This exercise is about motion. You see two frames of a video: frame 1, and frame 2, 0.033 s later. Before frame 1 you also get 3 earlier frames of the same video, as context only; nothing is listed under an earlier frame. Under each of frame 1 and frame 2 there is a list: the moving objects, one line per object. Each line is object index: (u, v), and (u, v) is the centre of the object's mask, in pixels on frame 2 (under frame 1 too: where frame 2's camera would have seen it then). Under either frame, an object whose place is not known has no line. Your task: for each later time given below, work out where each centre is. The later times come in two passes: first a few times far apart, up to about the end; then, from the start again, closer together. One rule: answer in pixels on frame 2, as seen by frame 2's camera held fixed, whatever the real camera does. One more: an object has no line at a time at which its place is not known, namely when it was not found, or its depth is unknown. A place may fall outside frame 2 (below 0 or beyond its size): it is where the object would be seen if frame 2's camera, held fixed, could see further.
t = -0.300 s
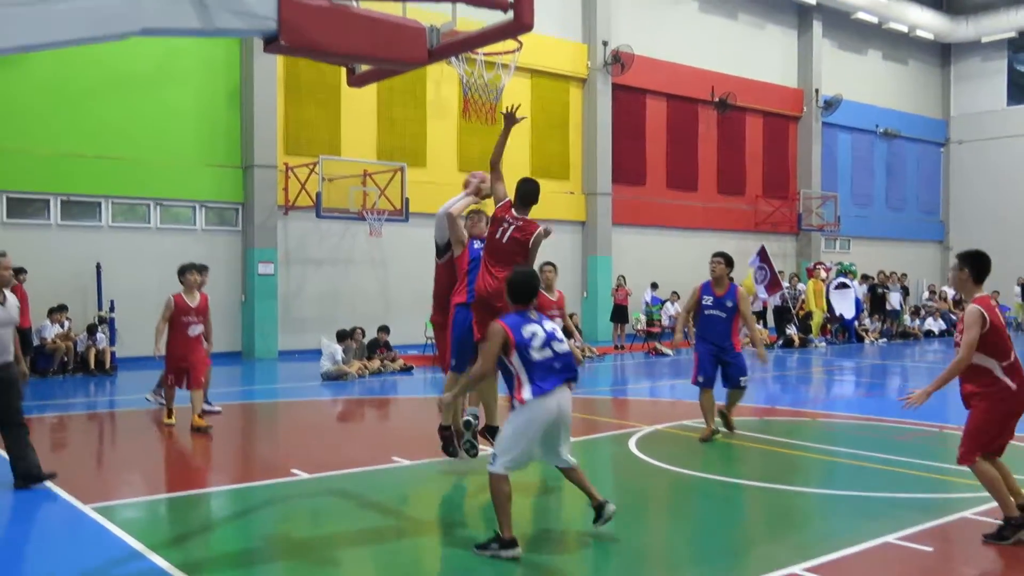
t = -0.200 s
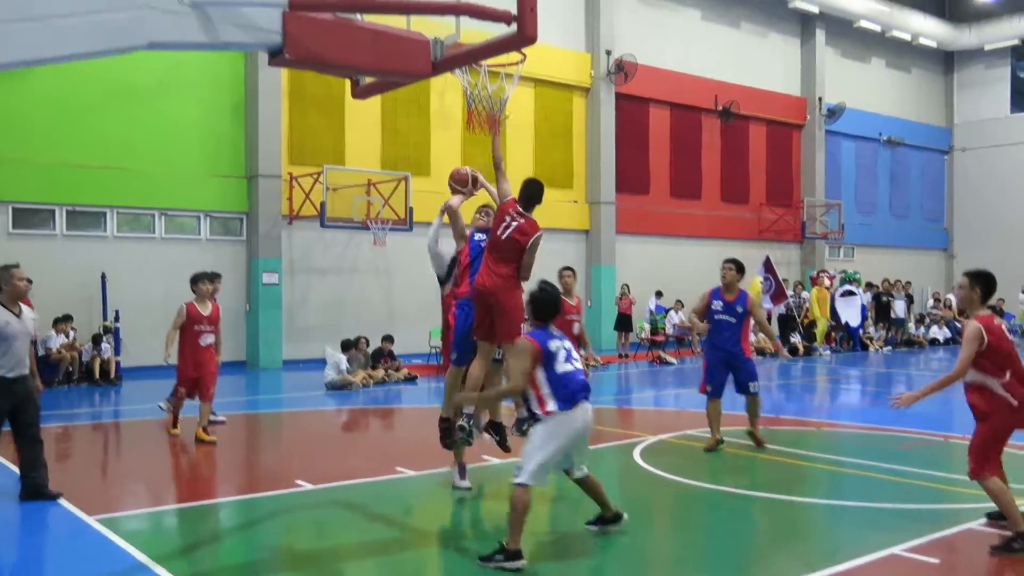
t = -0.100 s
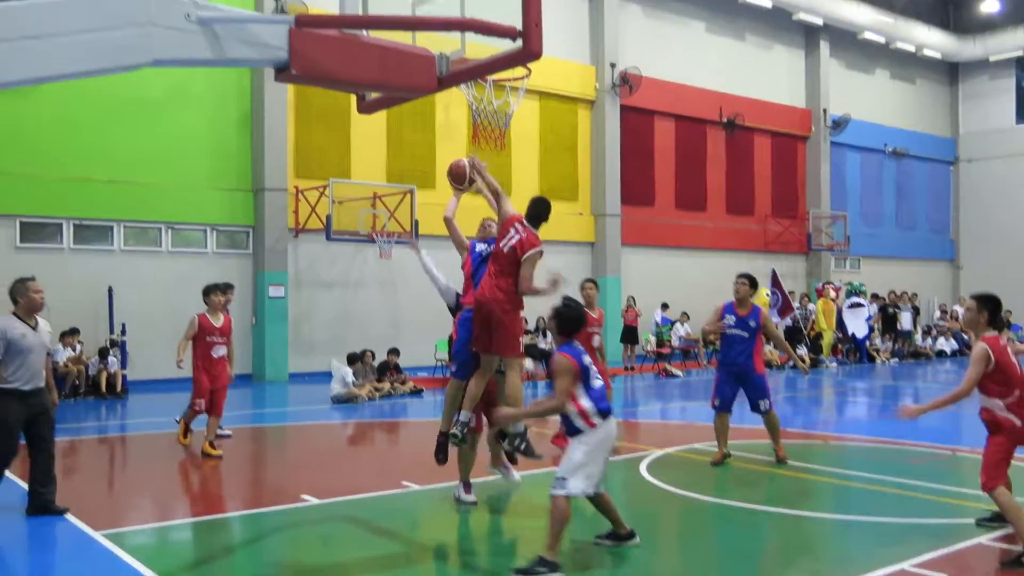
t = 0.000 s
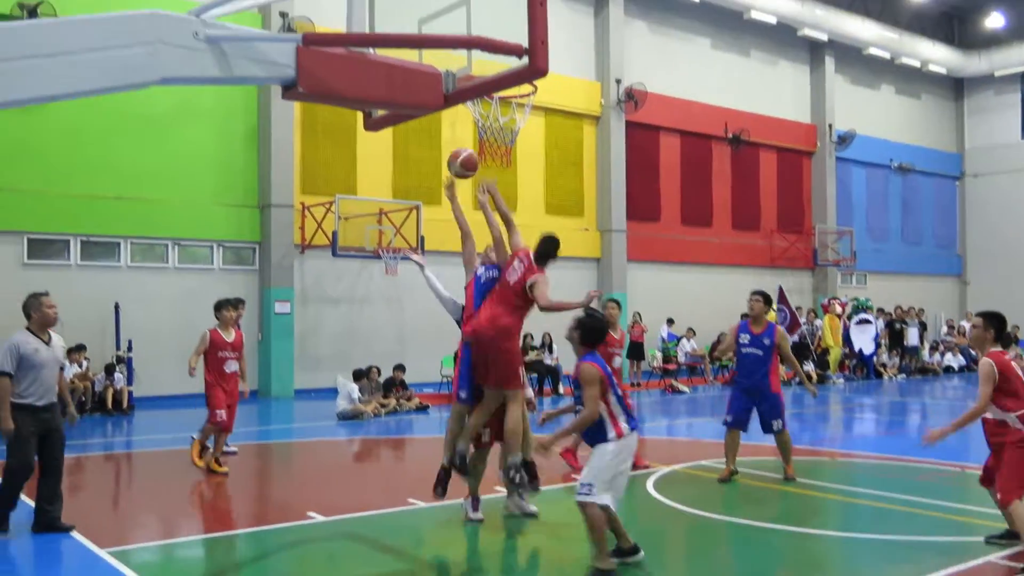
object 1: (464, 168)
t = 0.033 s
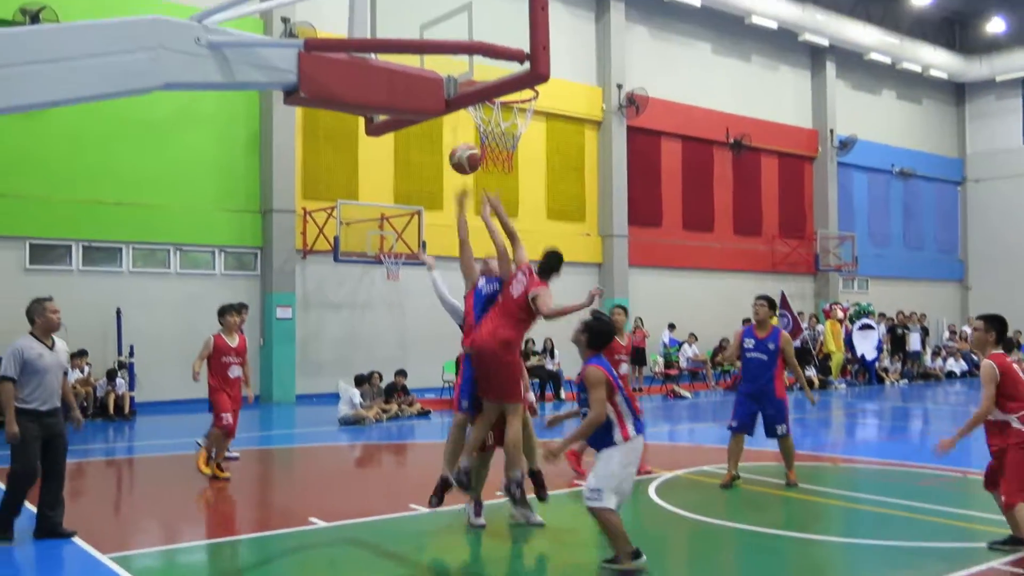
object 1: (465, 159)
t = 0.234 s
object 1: (472, 127)
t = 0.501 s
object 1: (478, 166)
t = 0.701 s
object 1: (479, 281)
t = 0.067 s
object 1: (465, 150)
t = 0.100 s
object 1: (466, 143)
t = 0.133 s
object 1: (467, 136)
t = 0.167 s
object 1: (467, 133)
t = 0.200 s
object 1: (467, 130)
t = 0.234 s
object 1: (472, 127)
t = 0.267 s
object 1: (473, 126)
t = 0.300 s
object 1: (474, 127)
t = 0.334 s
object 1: (475, 131)
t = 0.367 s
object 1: (477, 135)
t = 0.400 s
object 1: (478, 140)
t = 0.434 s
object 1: (478, 147)
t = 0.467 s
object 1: (478, 155)
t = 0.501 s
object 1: (478, 166)
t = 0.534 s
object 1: (478, 179)
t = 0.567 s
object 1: (479, 195)
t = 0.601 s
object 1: (478, 212)
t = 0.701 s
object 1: (479, 281)
